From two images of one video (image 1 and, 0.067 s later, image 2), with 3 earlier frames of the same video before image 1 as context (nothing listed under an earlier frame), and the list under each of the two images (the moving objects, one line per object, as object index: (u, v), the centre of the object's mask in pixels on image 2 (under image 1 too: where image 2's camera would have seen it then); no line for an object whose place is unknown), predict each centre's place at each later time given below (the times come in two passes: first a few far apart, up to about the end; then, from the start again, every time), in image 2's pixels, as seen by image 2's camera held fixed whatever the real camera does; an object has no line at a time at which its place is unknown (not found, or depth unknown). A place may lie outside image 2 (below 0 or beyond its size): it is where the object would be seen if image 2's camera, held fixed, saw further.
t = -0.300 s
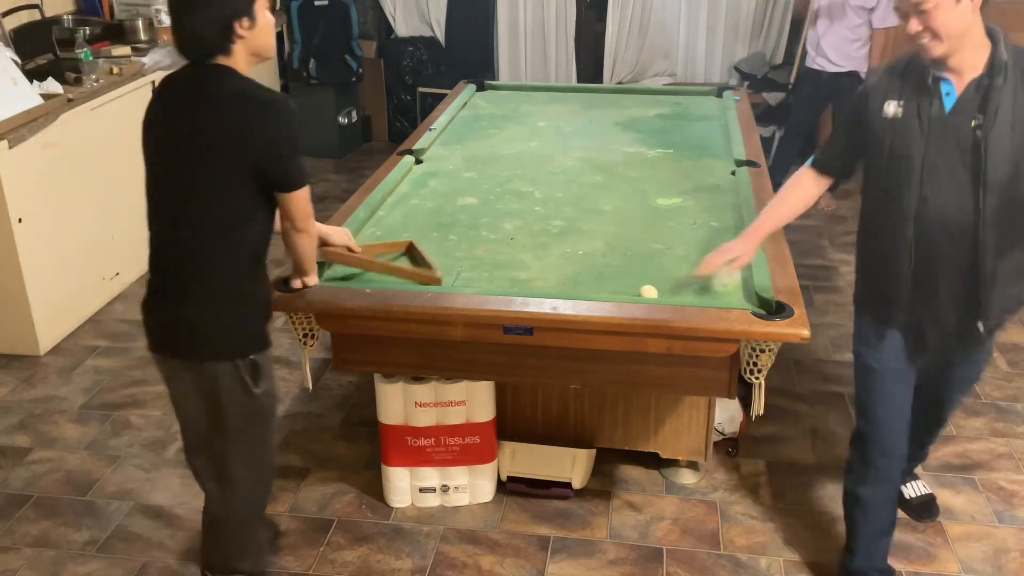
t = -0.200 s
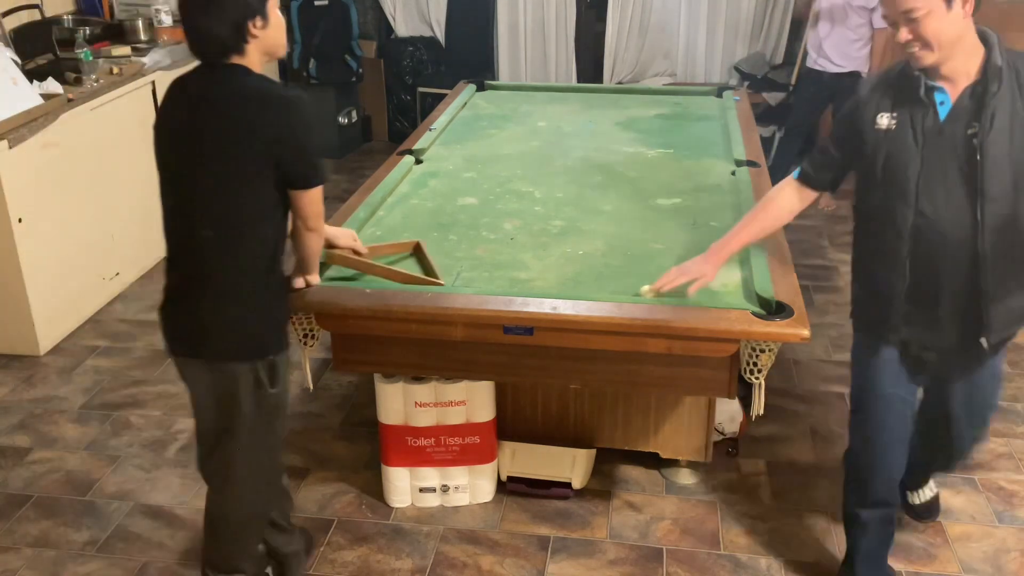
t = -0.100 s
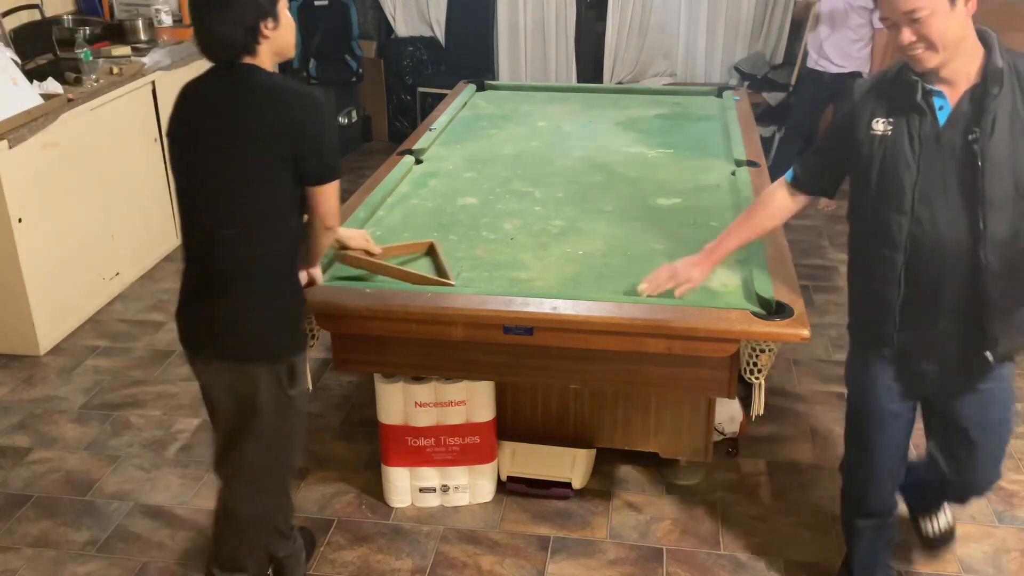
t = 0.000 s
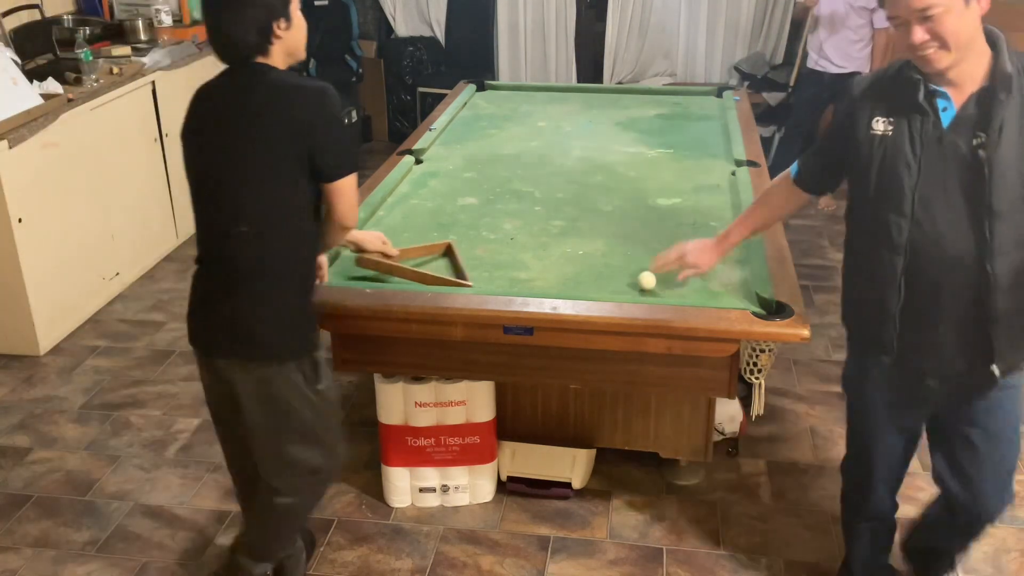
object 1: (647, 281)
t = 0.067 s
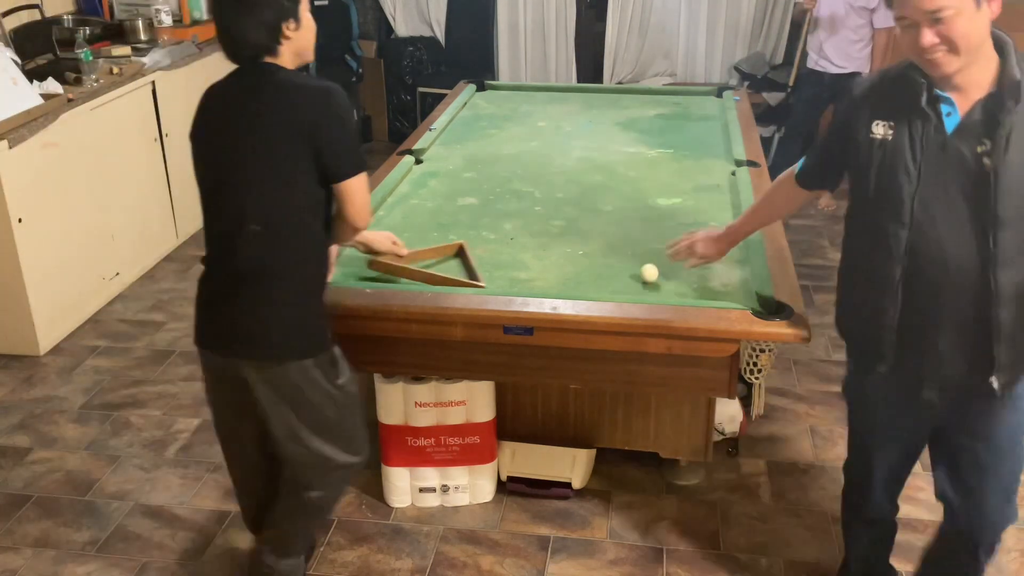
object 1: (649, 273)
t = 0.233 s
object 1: (654, 255)
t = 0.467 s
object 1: (660, 234)
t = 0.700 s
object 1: (665, 215)
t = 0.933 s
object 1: (669, 200)
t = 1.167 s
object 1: (672, 185)
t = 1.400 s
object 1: (675, 173)
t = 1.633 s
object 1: (677, 162)
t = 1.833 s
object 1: (678, 153)
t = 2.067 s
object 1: (679, 144)
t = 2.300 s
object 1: (680, 136)
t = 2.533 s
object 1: (680, 130)
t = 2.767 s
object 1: (680, 123)
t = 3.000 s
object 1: (681, 118)
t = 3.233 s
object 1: (681, 113)
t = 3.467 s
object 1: (682, 108)
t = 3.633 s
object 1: (682, 106)
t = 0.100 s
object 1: (650, 270)
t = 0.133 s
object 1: (651, 266)
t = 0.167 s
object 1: (652, 262)
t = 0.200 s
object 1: (653, 258)
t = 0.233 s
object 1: (654, 255)
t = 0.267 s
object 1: (656, 252)
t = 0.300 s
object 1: (656, 249)
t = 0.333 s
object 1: (657, 246)
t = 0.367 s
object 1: (658, 243)
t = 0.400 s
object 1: (658, 240)
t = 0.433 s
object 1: (659, 237)
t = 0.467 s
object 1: (660, 234)
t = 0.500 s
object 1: (661, 231)
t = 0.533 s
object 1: (661, 228)
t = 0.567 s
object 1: (662, 226)
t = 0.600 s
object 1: (663, 223)
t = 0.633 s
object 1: (663, 220)
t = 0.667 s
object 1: (664, 218)
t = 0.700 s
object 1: (665, 215)
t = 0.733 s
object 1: (665, 213)
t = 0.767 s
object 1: (666, 211)
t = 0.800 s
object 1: (667, 209)
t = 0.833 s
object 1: (667, 206)
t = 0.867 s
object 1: (668, 204)
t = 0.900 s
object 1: (668, 202)
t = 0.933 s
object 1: (669, 200)
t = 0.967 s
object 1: (669, 198)
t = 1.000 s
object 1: (670, 195)
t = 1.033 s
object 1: (671, 193)
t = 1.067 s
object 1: (671, 191)
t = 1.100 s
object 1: (671, 189)
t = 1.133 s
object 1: (672, 187)
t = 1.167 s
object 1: (672, 185)
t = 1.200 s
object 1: (672, 183)
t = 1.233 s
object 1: (673, 182)
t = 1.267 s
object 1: (673, 180)
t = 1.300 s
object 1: (674, 178)
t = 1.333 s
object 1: (674, 176)
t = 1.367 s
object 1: (674, 175)
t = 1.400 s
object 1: (675, 173)
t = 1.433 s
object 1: (675, 171)
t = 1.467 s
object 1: (675, 170)
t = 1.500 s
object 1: (676, 168)
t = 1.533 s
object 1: (676, 166)
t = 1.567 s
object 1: (676, 165)
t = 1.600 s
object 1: (676, 163)
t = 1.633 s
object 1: (677, 162)
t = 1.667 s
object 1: (677, 160)
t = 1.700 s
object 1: (677, 159)
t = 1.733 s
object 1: (677, 158)
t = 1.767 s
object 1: (677, 156)
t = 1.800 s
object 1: (678, 155)
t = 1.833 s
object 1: (678, 153)
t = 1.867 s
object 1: (678, 152)
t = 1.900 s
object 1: (678, 151)
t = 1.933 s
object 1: (678, 149)
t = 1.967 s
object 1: (678, 148)
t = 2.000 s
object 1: (678, 147)
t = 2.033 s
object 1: (679, 146)
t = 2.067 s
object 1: (679, 144)
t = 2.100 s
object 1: (679, 143)
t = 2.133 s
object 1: (679, 142)
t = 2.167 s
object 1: (679, 141)
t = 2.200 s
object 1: (679, 140)
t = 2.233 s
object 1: (679, 139)
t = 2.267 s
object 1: (679, 138)
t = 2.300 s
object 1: (680, 136)
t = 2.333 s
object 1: (680, 136)
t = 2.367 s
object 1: (680, 134)
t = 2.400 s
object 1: (680, 133)
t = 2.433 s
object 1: (680, 133)
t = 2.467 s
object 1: (680, 131)
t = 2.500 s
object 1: (680, 131)
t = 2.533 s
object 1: (680, 130)
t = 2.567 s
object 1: (680, 128)
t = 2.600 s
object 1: (680, 128)
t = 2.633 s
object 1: (680, 127)
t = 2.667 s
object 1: (680, 126)
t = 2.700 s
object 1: (680, 125)
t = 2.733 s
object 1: (680, 124)
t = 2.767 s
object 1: (680, 123)
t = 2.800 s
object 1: (680, 122)
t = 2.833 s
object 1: (680, 122)
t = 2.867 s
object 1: (680, 121)
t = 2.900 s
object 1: (681, 120)
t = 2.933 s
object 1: (681, 119)
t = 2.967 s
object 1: (681, 118)
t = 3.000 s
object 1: (681, 118)
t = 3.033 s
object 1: (681, 117)
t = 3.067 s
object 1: (681, 116)
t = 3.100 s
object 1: (681, 116)
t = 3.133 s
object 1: (681, 115)
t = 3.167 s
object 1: (681, 114)
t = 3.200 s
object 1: (681, 113)
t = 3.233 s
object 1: (681, 113)
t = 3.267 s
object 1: (681, 112)
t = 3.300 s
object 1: (681, 111)
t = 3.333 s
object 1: (681, 111)
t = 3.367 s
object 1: (681, 110)
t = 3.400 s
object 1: (681, 110)
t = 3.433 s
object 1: (681, 109)
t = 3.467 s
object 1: (682, 108)
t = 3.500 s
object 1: (682, 108)
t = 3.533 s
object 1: (682, 107)
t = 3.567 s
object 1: (682, 107)
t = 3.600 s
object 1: (682, 106)
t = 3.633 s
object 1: (682, 106)
